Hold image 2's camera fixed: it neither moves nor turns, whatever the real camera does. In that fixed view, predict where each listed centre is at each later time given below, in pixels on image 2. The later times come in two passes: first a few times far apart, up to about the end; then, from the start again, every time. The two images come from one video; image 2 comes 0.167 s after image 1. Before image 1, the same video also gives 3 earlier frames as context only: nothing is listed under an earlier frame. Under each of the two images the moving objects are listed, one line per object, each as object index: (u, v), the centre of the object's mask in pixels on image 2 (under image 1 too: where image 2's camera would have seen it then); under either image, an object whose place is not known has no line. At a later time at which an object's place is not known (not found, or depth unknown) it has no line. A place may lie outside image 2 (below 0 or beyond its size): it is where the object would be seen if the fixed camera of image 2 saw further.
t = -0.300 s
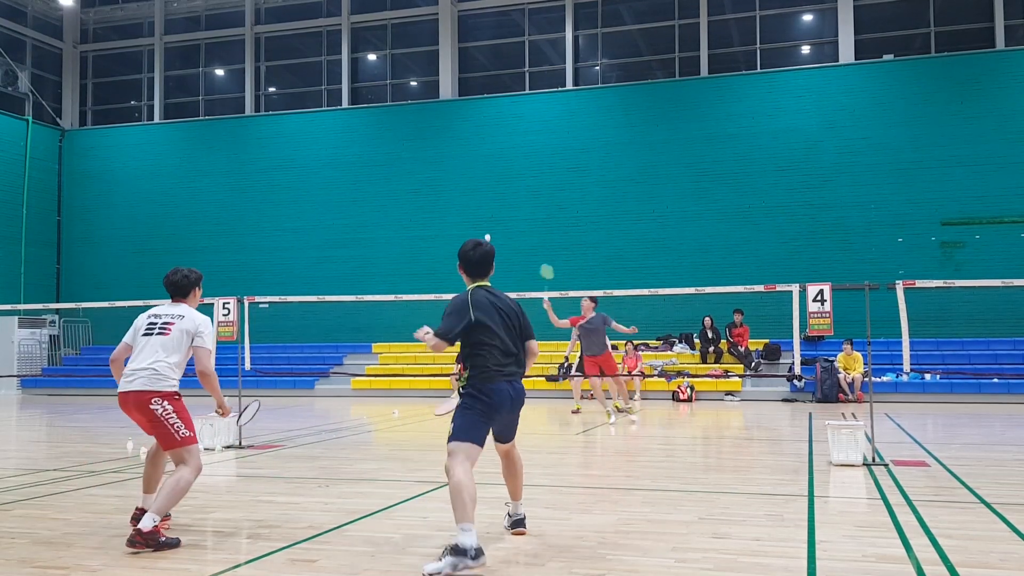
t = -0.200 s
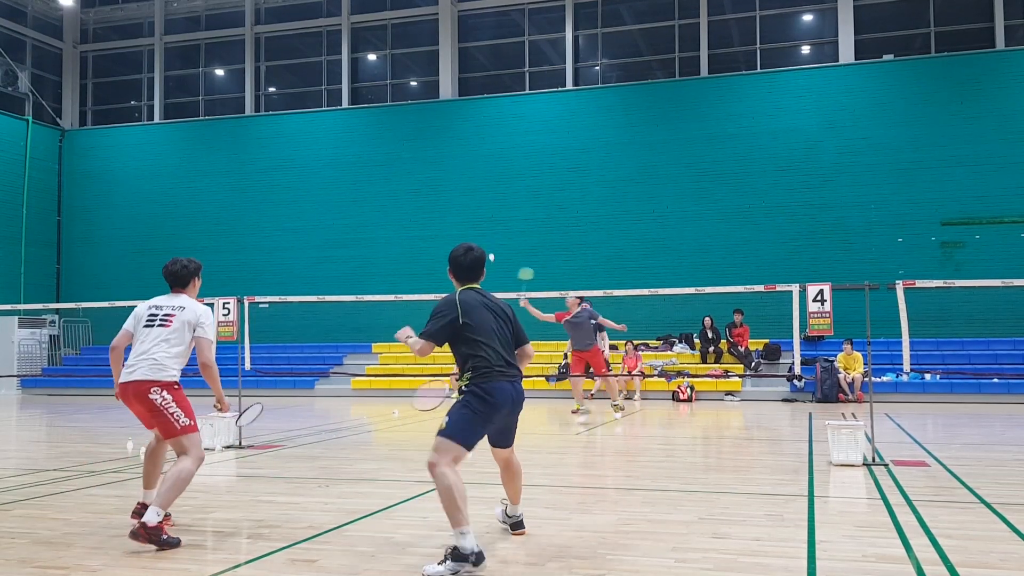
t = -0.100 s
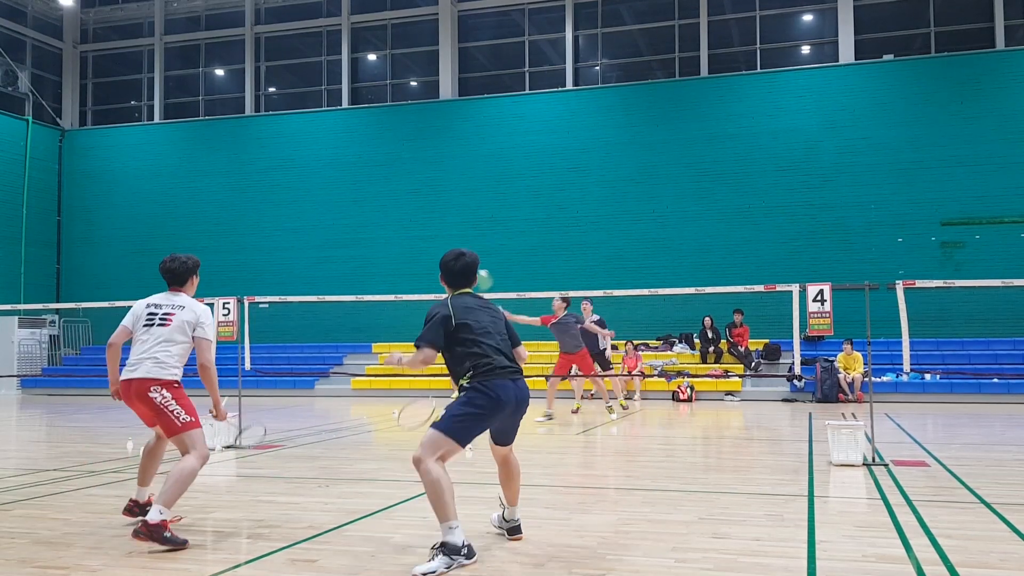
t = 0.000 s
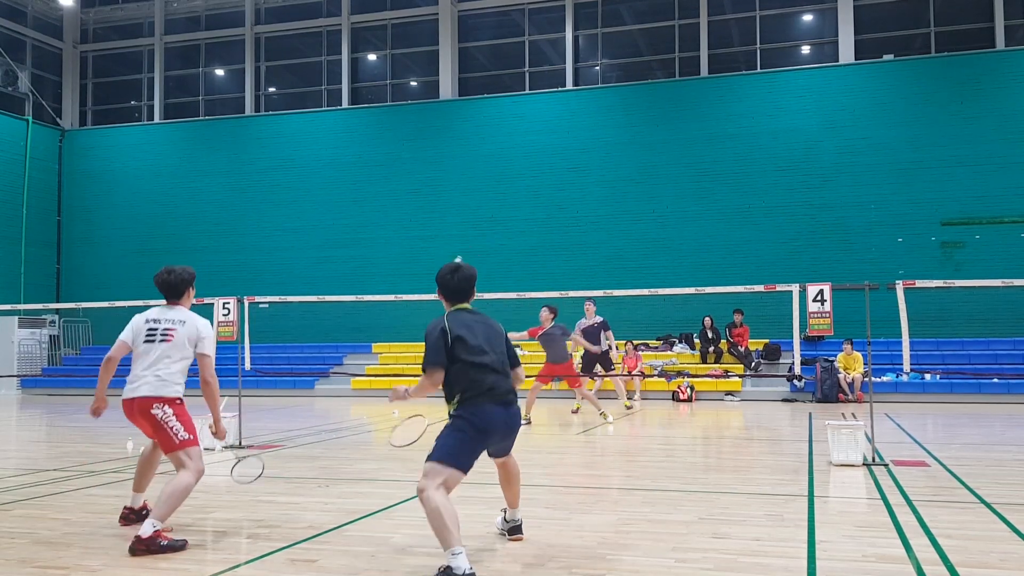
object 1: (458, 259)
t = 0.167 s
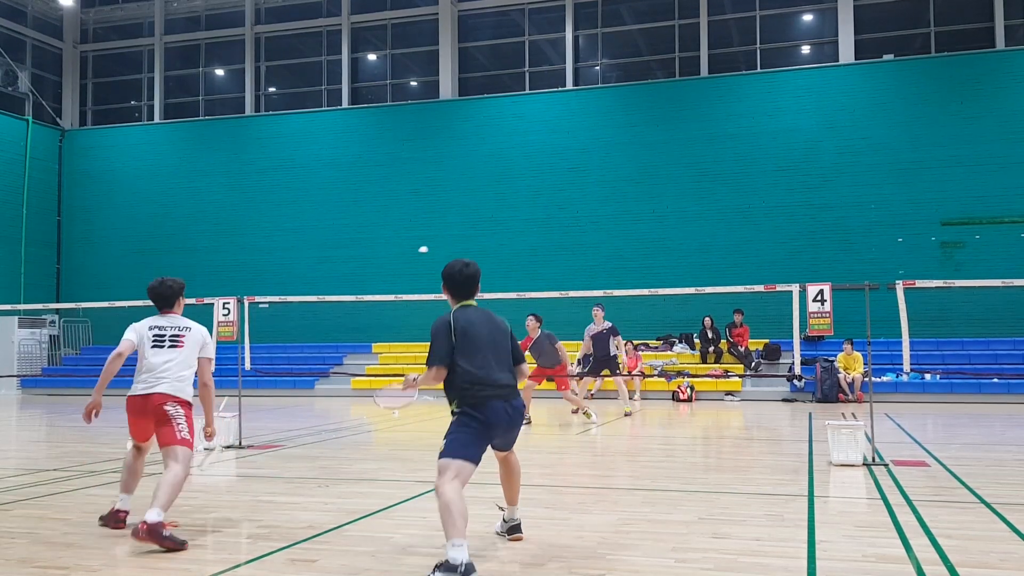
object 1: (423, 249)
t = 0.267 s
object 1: (399, 258)
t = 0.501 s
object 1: (348, 311)
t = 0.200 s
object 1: (415, 251)
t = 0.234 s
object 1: (406, 254)
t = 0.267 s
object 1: (399, 258)
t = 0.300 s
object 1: (392, 263)
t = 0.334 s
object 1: (385, 269)
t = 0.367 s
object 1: (378, 275)
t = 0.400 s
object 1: (370, 283)
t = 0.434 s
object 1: (363, 291)
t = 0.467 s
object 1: (355, 301)
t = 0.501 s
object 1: (348, 311)
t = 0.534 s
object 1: (341, 323)
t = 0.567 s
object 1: (334, 336)
